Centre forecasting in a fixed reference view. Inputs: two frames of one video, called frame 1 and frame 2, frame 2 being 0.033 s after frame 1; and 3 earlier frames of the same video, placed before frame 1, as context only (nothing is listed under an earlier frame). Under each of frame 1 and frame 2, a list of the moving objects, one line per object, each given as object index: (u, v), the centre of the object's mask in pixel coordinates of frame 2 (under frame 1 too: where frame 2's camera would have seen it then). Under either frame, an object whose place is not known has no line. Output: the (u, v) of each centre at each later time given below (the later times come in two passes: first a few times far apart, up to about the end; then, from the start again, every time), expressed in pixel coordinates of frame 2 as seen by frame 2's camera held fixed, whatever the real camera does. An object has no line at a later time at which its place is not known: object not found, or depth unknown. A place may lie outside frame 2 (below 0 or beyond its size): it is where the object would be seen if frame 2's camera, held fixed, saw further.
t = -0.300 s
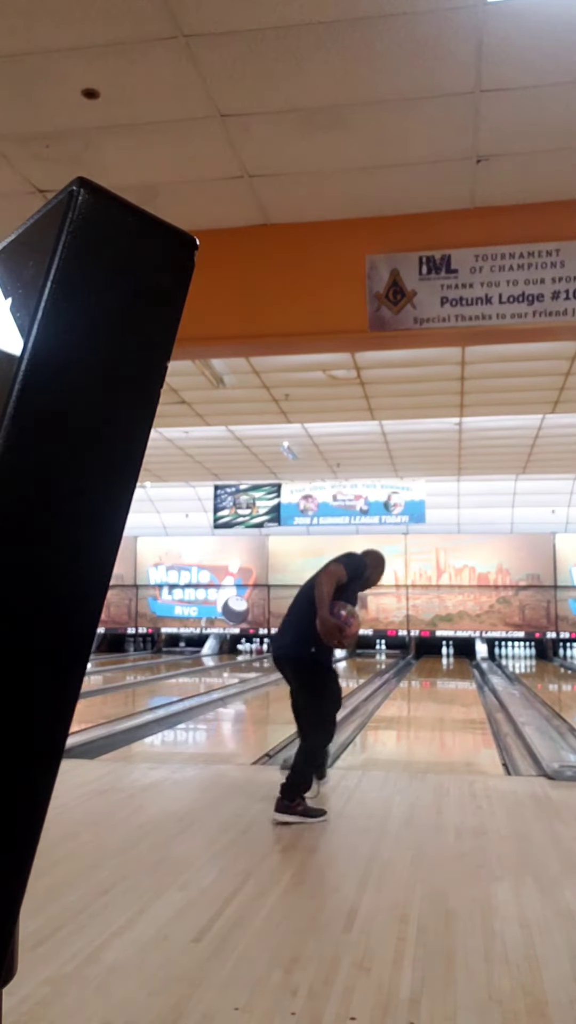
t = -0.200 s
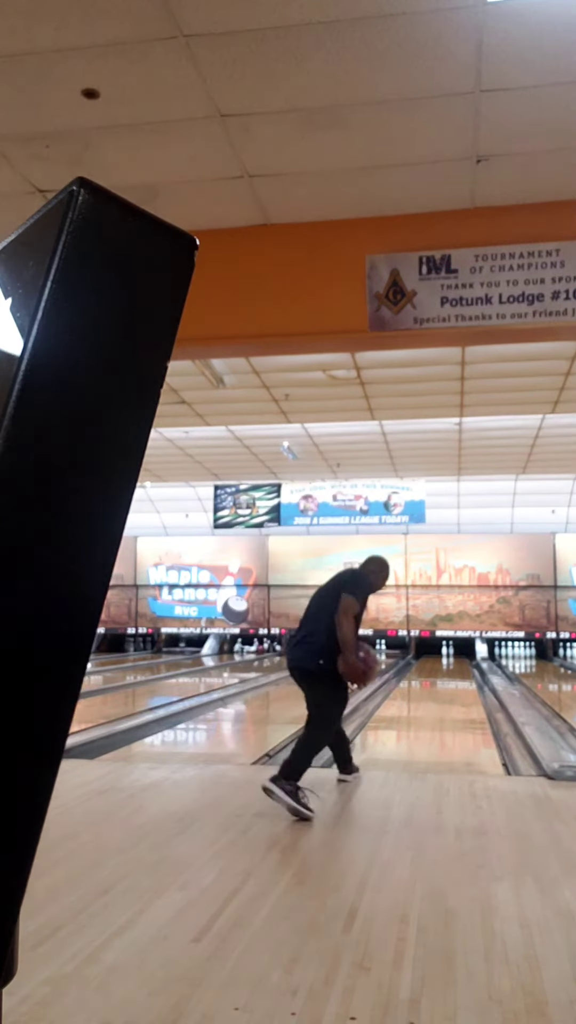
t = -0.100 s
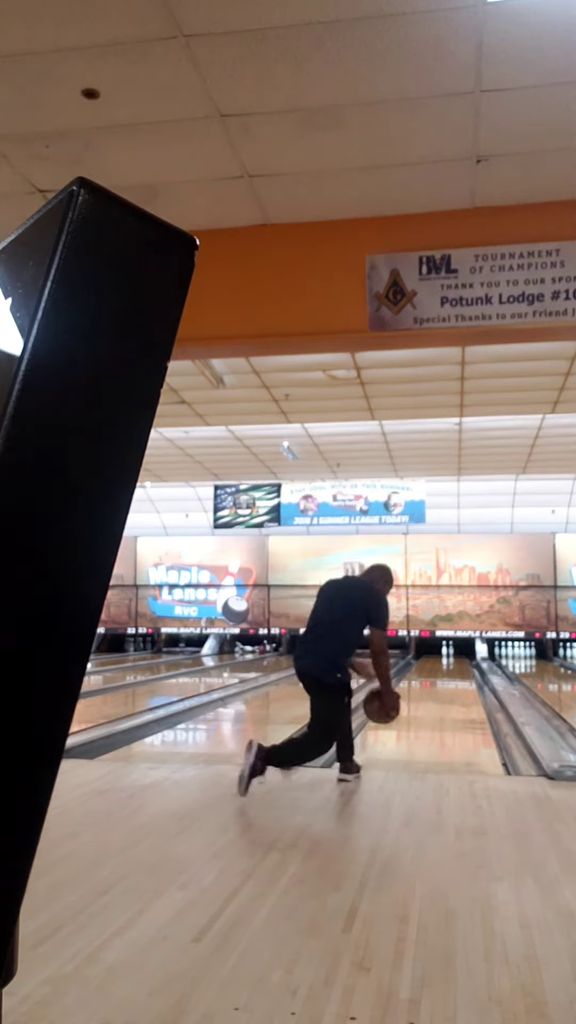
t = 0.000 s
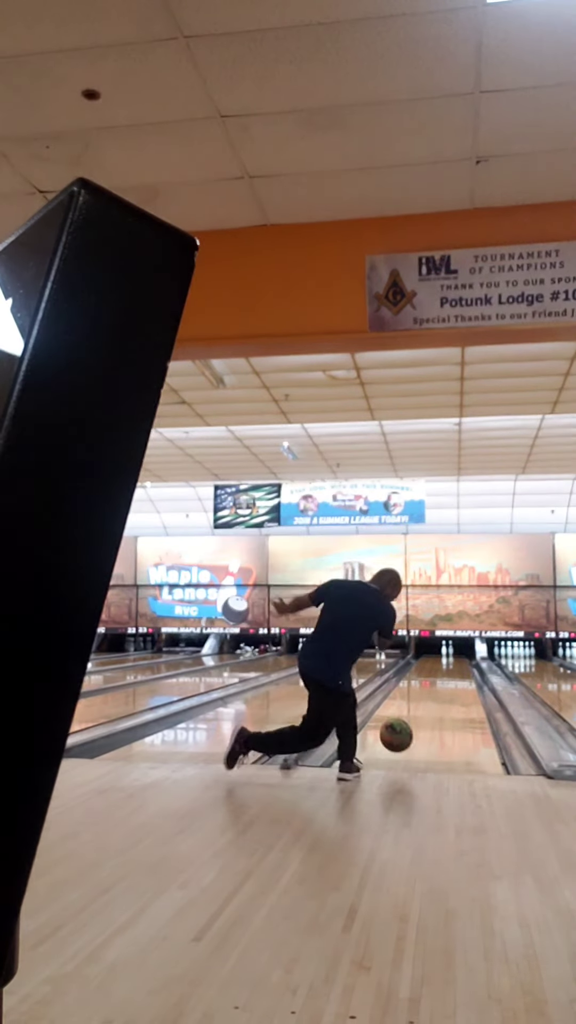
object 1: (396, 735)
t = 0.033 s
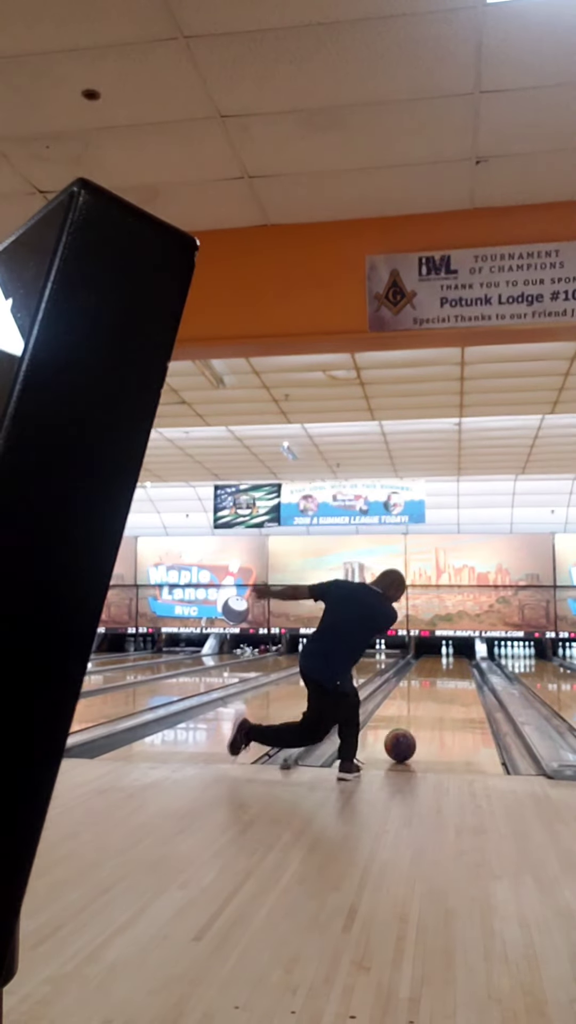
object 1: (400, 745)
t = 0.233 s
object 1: (414, 722)
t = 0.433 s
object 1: (424, 706)
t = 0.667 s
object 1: (432, 693)
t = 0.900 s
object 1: (438, 684)
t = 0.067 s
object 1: (403, 737)
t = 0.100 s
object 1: (405, 730)
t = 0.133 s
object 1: (408, 726)
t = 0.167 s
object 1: (410, 723)
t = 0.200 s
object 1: (412, 723)
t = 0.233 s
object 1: (414, 722)
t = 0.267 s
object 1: (416, 718)
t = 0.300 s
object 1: (418, 716)
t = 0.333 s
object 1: (419, 714)
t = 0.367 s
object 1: (421, 711)
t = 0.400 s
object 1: (422, 709)
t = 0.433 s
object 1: (424, 706)
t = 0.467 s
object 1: (425, 705)
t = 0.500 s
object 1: (426, 702)
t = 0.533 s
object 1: (427, 700)
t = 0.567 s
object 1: (428, 698)
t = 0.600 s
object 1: (430, 697)
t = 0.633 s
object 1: (431, 695)
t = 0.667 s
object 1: (432, 693)
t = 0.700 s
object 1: (433, 692)
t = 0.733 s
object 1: (433, 691)
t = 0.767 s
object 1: (434, 690)
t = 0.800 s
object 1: (435, 688)
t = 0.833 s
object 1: (436, 688)
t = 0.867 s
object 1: (436, 686)
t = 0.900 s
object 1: (438, 684)
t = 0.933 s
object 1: (438, 683)
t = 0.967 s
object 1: (438, 682)
